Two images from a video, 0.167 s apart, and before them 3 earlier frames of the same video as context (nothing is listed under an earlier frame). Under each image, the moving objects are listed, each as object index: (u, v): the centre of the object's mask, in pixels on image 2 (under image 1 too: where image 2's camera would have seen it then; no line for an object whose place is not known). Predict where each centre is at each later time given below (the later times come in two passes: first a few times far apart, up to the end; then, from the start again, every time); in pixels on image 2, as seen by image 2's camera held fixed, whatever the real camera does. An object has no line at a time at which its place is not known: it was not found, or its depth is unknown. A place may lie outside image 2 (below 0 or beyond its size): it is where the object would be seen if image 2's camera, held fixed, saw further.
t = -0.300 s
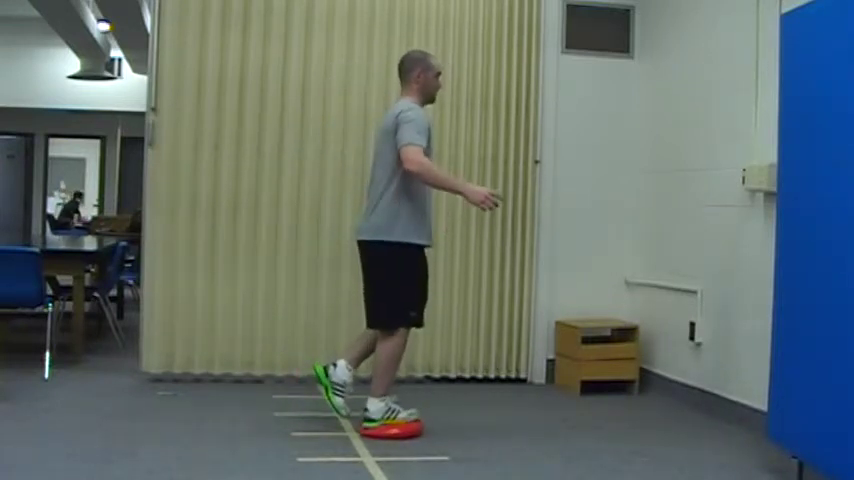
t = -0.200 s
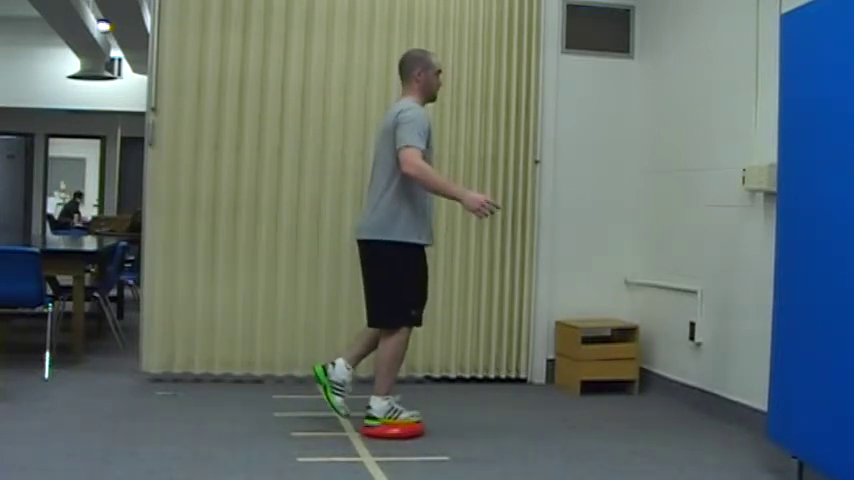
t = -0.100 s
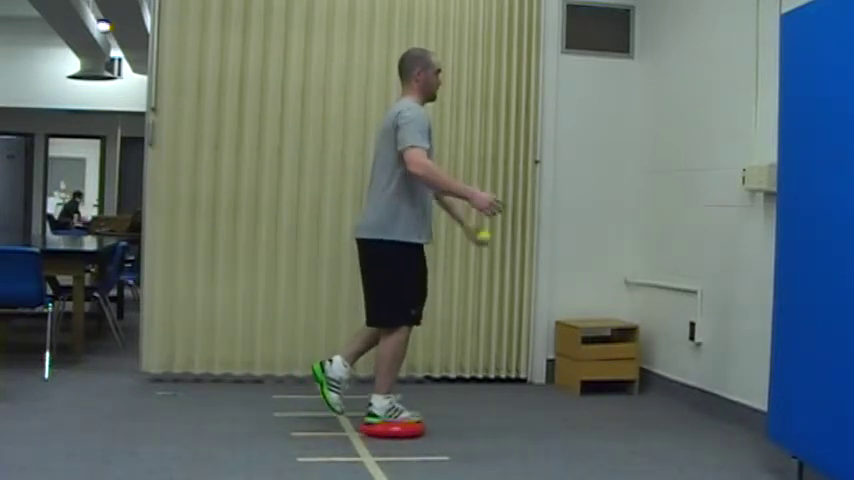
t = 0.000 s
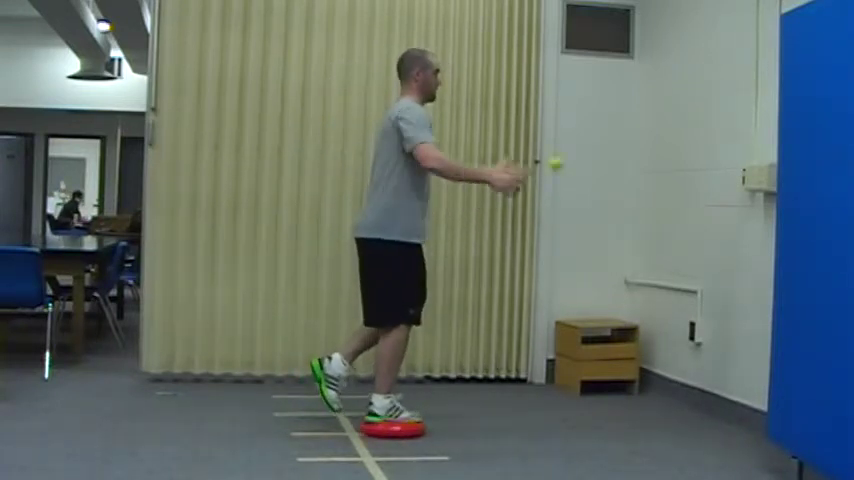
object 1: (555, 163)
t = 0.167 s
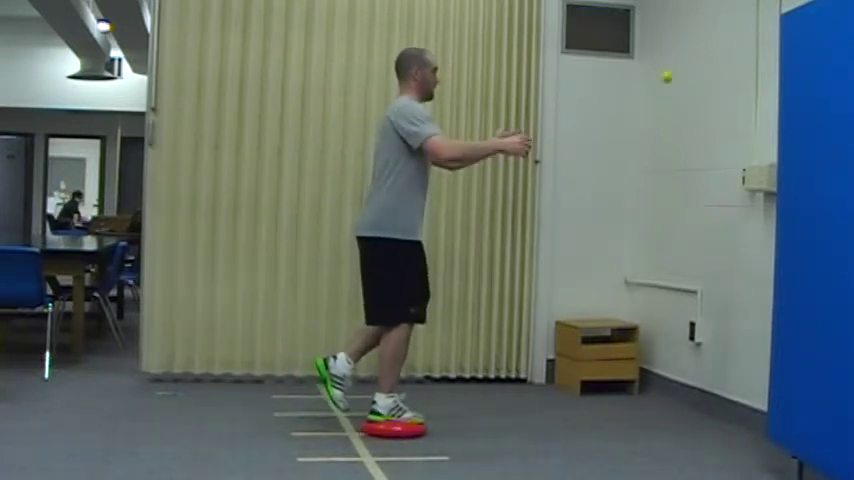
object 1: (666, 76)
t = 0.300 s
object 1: (724, 46)
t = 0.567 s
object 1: (603, 70)
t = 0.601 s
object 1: (586, 83)
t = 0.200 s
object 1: (688, 66)
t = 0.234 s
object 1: (709, 58)
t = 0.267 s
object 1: (730, 52)
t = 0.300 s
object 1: (724, 46)
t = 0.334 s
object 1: (709, 41)
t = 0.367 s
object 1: (695, 39)
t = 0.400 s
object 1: (680, 38)
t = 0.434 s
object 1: (664, 40)
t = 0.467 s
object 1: (650, 44)
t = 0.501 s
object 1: (634, 50)
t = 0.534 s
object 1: (619, 58)
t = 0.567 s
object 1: (603, 70)
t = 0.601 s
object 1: (586, 83)
